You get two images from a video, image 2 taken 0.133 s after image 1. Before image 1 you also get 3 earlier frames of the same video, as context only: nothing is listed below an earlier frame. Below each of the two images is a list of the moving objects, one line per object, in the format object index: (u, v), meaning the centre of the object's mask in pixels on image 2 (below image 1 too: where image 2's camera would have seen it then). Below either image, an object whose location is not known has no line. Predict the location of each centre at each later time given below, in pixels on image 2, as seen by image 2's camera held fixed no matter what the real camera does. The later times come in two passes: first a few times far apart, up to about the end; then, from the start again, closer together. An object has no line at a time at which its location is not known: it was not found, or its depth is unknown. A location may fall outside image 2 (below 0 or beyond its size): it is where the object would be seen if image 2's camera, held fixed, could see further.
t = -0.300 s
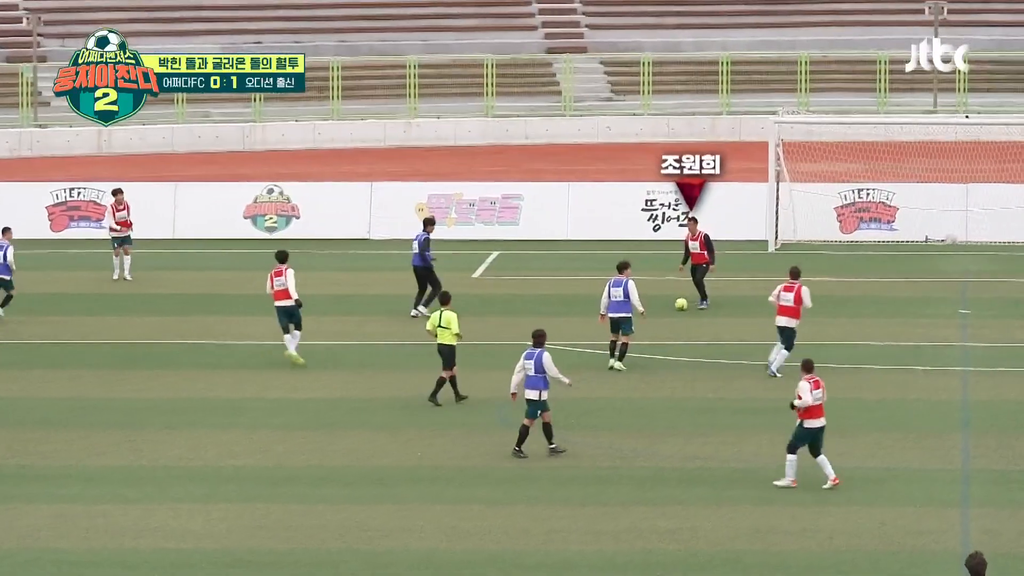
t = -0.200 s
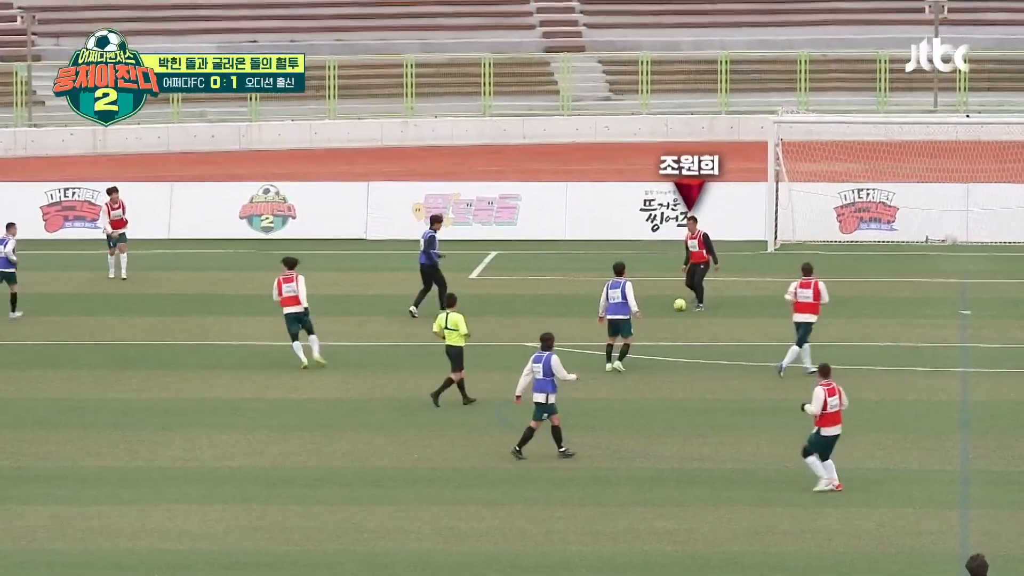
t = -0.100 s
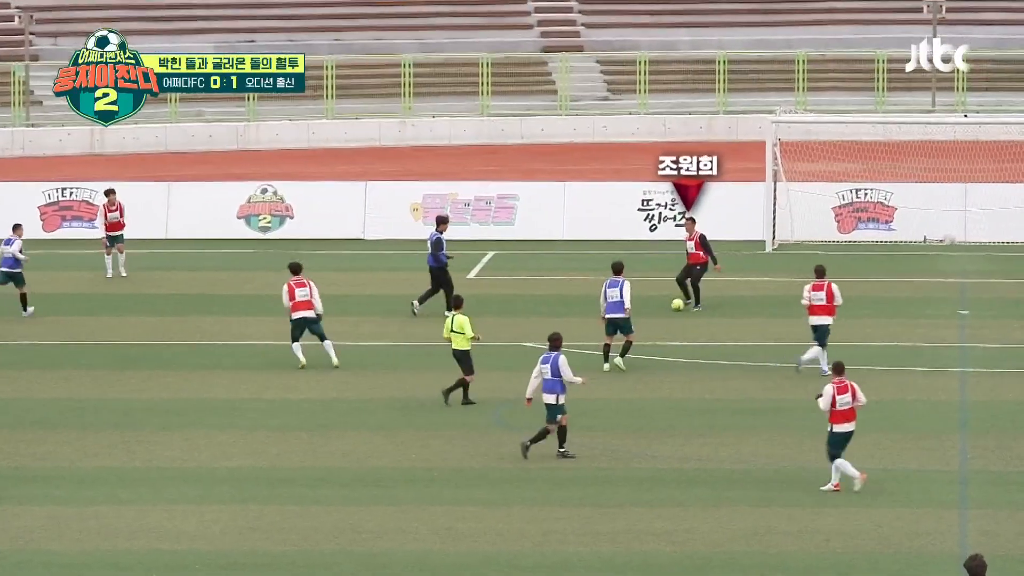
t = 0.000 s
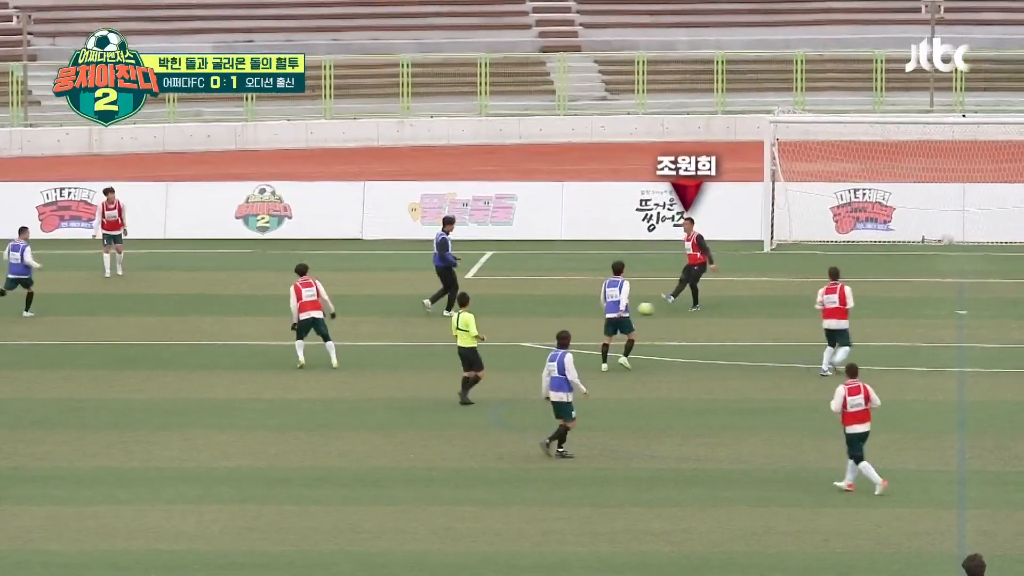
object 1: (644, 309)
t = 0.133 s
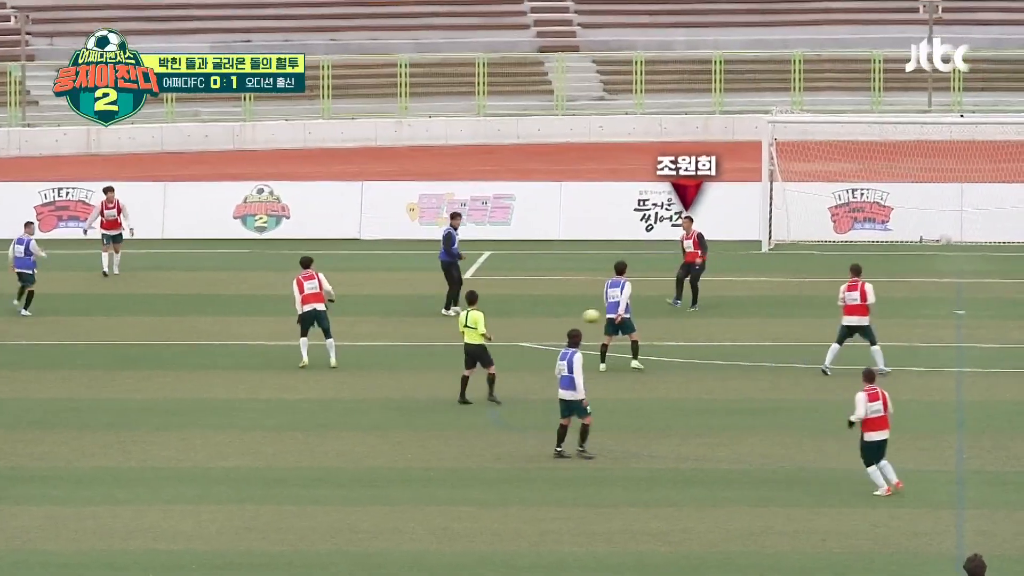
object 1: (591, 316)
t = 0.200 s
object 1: (567, 318)
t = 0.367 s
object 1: (514, 326)
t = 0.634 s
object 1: (435, 338)
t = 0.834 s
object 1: (386, 344)
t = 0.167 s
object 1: (578, 317)
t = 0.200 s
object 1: (567, 318)
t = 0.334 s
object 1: (520, 326)
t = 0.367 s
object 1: (514, 326)
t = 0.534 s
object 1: (461, 334)
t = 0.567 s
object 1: (452, 335)
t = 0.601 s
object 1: (443, 337)
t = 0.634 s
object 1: (435, 338)
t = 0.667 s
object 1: (427, 338)
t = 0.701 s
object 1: (418, 339)
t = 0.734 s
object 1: (410, 341)
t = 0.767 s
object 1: (402, 343)
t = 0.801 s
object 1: (394, 343)
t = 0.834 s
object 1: (386, 344)
